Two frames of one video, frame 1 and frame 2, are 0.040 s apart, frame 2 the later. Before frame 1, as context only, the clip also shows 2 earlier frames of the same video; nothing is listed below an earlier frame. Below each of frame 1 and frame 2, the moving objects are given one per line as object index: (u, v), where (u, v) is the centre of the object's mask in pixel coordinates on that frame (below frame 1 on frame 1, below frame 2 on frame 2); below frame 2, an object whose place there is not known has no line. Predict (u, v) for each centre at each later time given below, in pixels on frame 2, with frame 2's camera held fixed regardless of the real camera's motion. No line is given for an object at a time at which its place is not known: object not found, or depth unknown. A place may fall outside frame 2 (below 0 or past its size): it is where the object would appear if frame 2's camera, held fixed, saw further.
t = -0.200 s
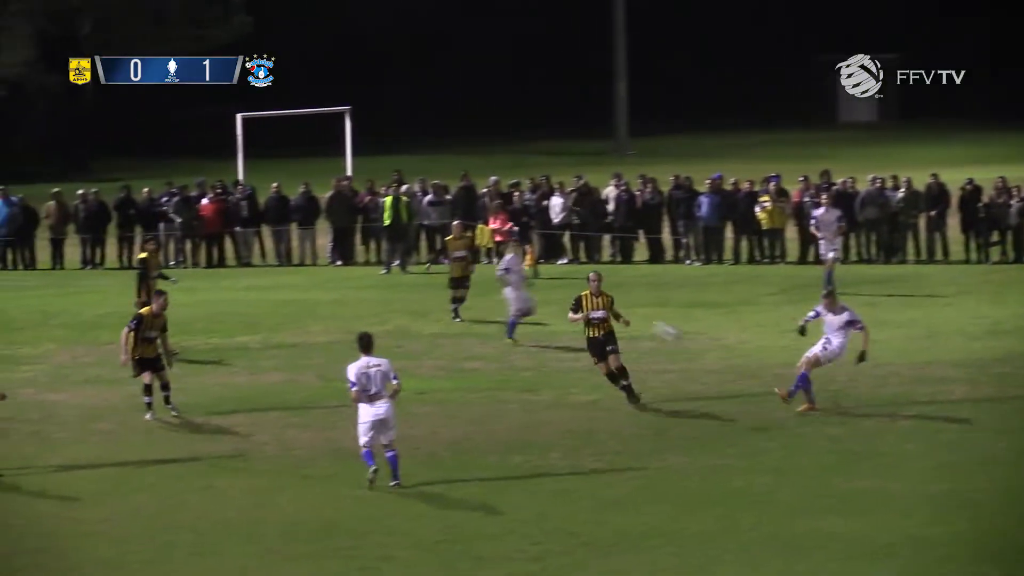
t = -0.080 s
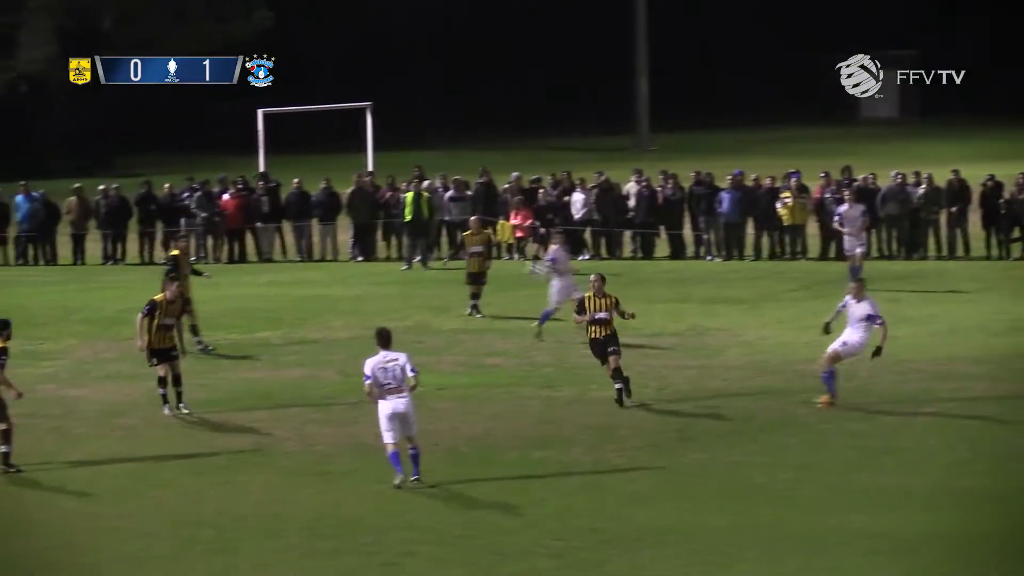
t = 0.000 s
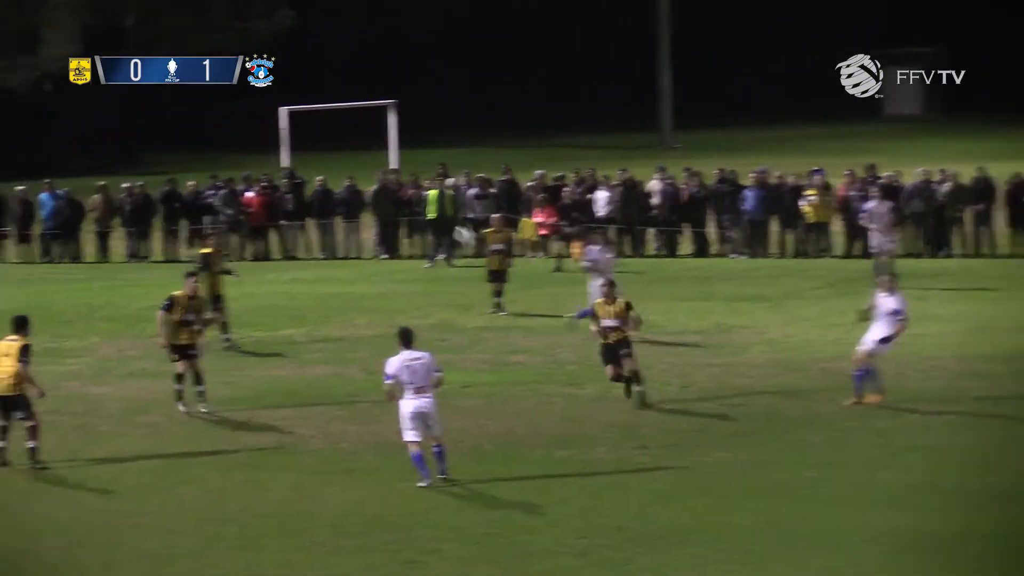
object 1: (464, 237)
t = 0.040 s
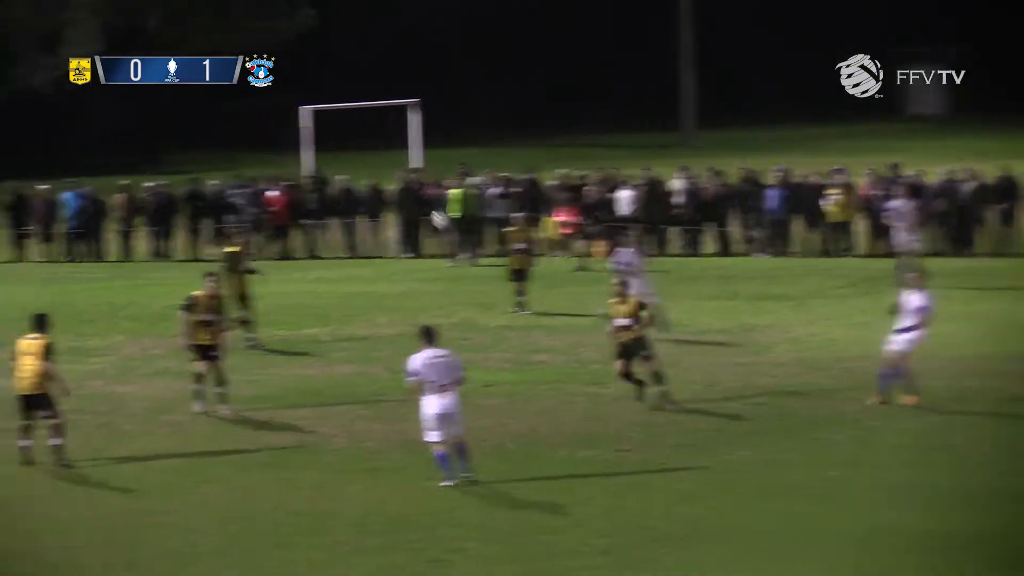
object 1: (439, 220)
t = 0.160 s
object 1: (315, 180)
